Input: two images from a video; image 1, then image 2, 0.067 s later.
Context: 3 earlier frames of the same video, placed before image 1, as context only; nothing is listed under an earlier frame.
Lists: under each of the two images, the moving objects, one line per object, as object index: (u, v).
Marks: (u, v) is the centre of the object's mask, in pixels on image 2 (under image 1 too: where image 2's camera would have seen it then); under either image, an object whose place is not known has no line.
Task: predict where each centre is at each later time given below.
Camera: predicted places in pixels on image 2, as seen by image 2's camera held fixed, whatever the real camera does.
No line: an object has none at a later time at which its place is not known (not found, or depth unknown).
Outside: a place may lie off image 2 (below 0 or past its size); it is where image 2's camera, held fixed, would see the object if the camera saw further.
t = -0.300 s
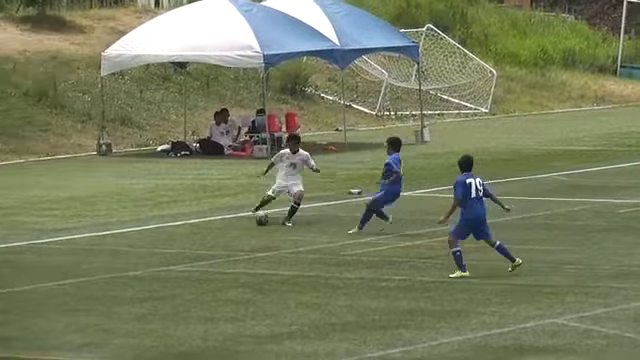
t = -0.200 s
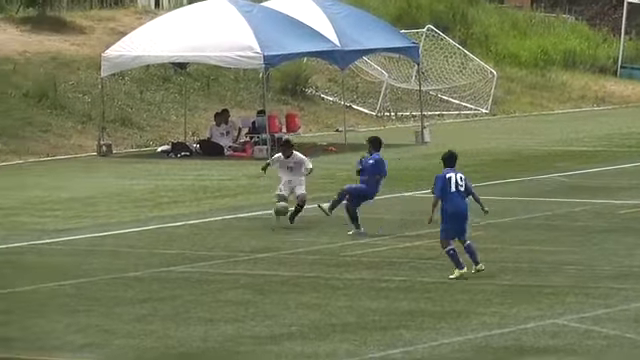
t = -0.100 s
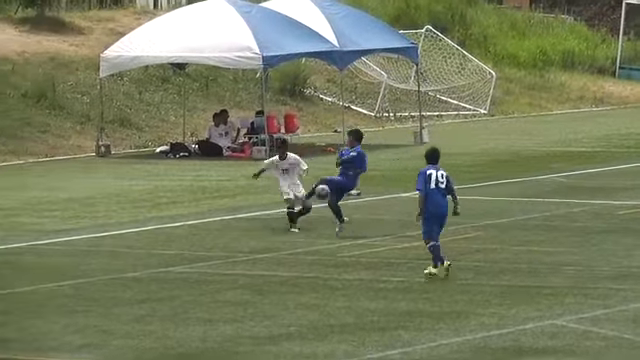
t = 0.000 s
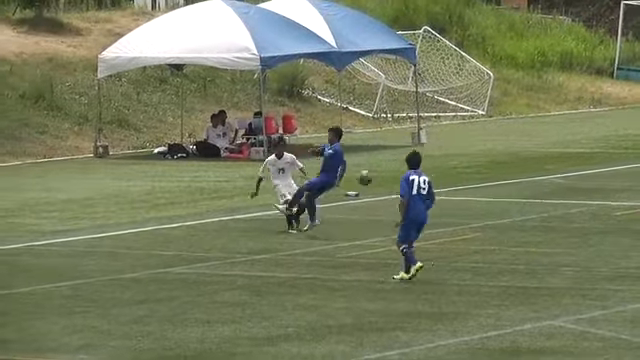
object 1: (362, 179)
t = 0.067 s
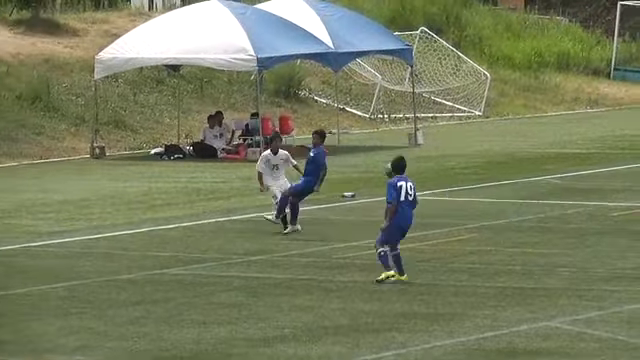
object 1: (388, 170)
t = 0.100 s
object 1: (407, 167)
